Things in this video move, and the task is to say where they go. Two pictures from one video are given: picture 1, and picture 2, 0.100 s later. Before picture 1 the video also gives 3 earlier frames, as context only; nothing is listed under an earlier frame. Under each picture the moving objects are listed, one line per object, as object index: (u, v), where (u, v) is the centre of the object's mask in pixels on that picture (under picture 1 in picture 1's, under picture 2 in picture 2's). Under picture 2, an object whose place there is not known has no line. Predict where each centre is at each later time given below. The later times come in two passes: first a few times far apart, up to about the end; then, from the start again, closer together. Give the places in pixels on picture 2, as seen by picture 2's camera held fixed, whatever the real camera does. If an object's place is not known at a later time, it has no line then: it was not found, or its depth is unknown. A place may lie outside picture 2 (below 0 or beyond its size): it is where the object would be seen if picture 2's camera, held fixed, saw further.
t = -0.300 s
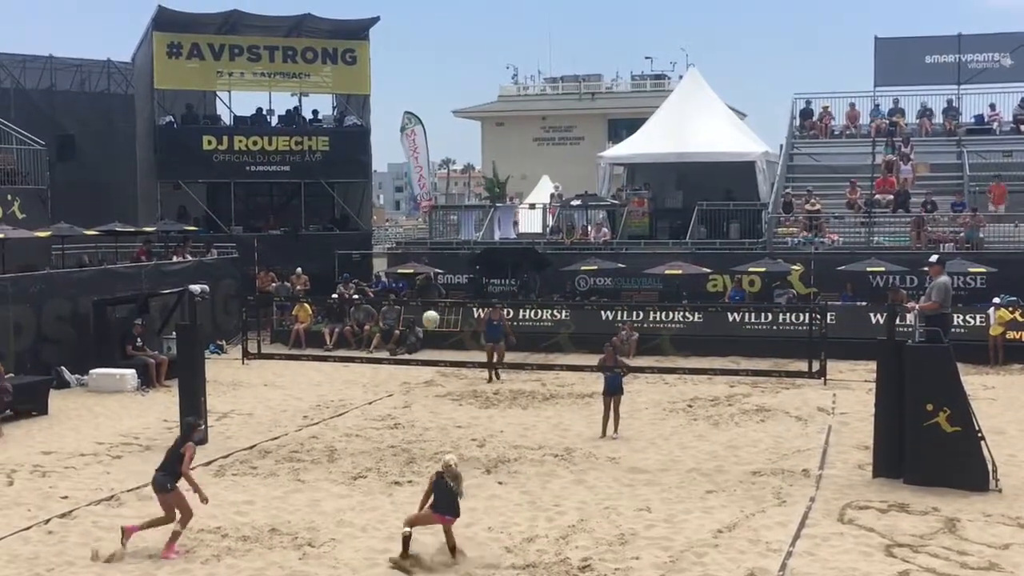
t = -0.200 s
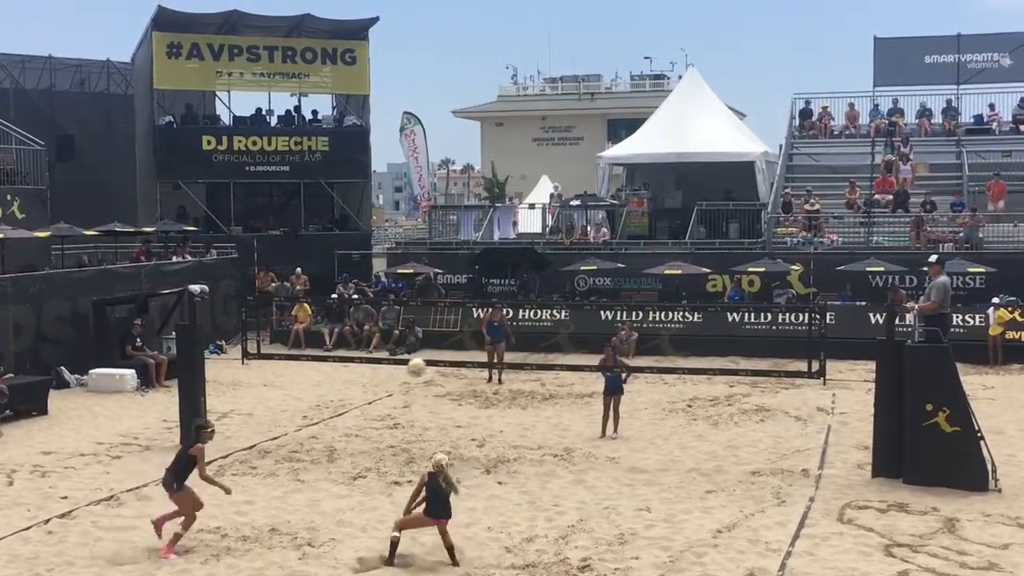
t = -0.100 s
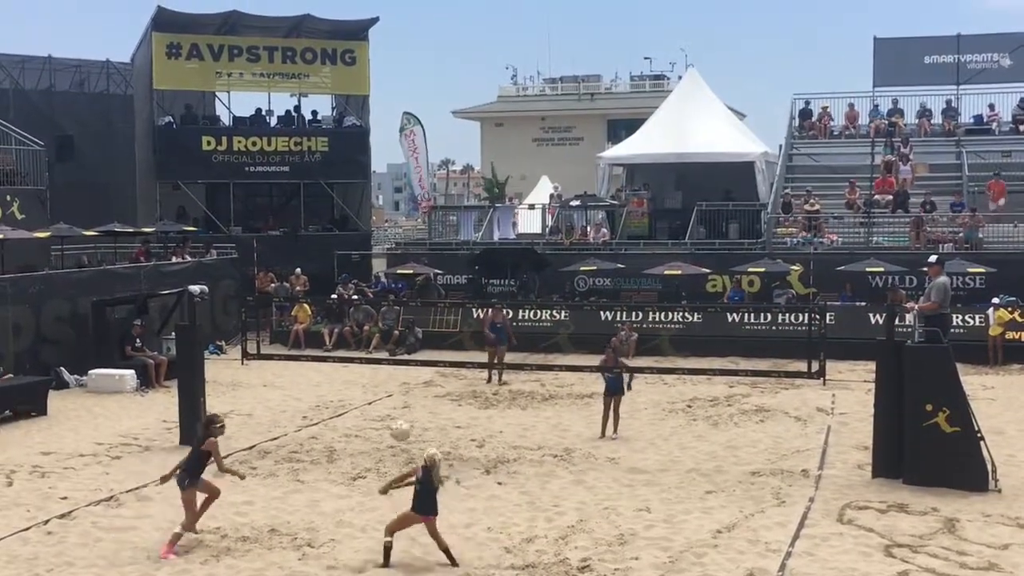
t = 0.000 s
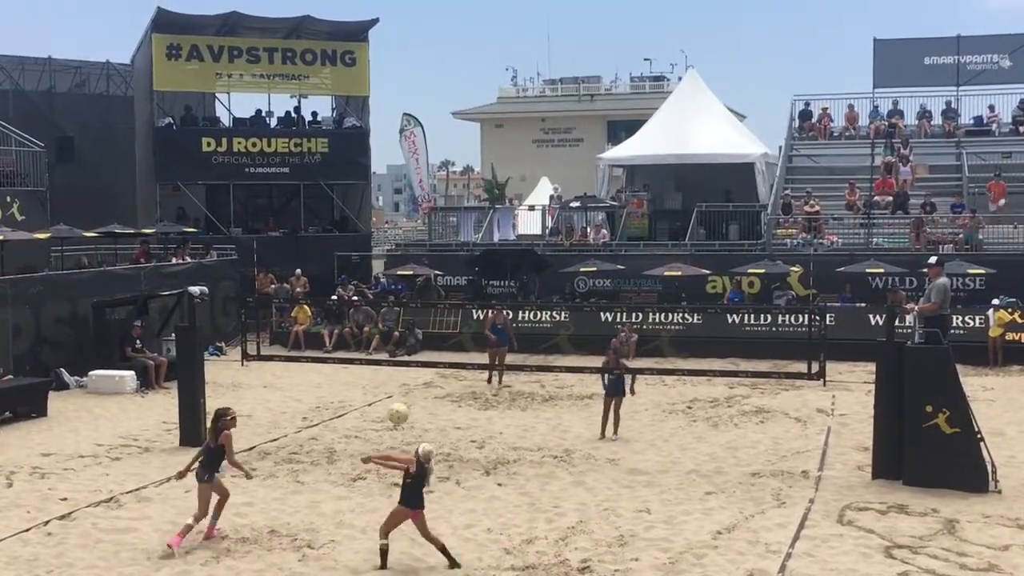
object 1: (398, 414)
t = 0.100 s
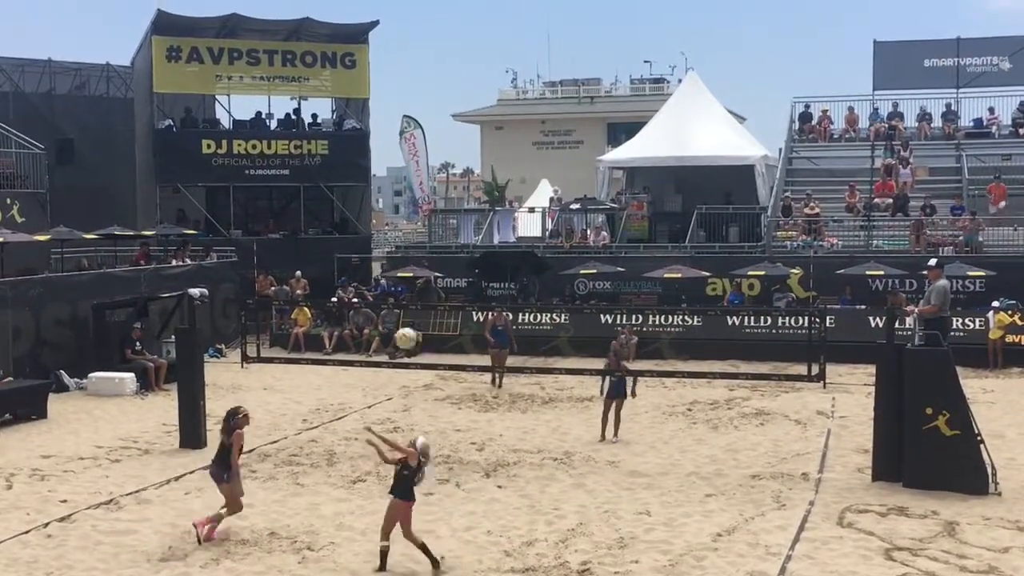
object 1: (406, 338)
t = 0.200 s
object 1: (414, 270)
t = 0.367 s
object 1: (428, 182)
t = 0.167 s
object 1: (411, 292)
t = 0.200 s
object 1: (414, 270)
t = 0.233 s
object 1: (418, 250)
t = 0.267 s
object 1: (421, 230)
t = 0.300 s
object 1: (424, 213)
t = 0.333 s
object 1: (427, 197)
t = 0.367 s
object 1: (428, 182)
